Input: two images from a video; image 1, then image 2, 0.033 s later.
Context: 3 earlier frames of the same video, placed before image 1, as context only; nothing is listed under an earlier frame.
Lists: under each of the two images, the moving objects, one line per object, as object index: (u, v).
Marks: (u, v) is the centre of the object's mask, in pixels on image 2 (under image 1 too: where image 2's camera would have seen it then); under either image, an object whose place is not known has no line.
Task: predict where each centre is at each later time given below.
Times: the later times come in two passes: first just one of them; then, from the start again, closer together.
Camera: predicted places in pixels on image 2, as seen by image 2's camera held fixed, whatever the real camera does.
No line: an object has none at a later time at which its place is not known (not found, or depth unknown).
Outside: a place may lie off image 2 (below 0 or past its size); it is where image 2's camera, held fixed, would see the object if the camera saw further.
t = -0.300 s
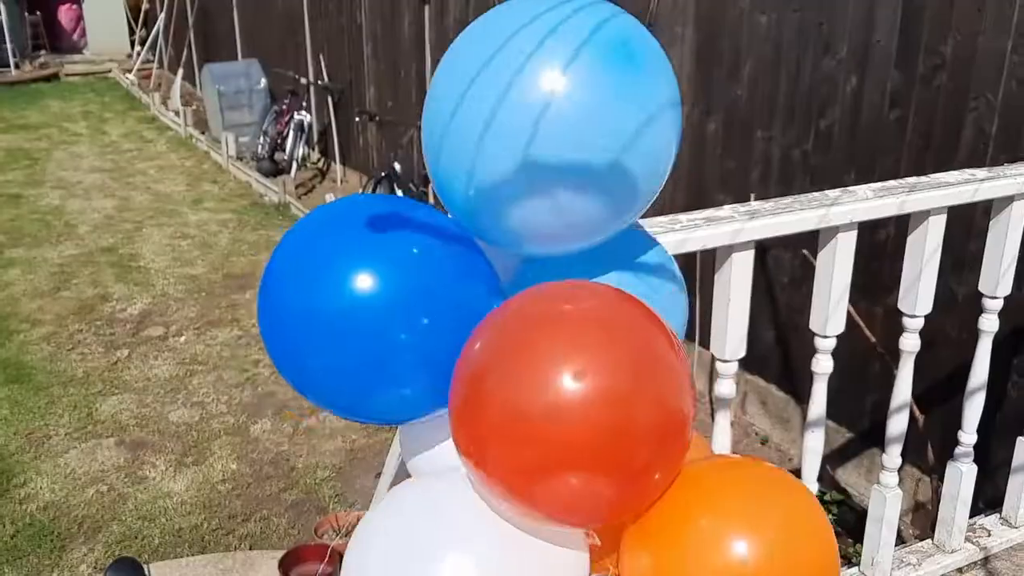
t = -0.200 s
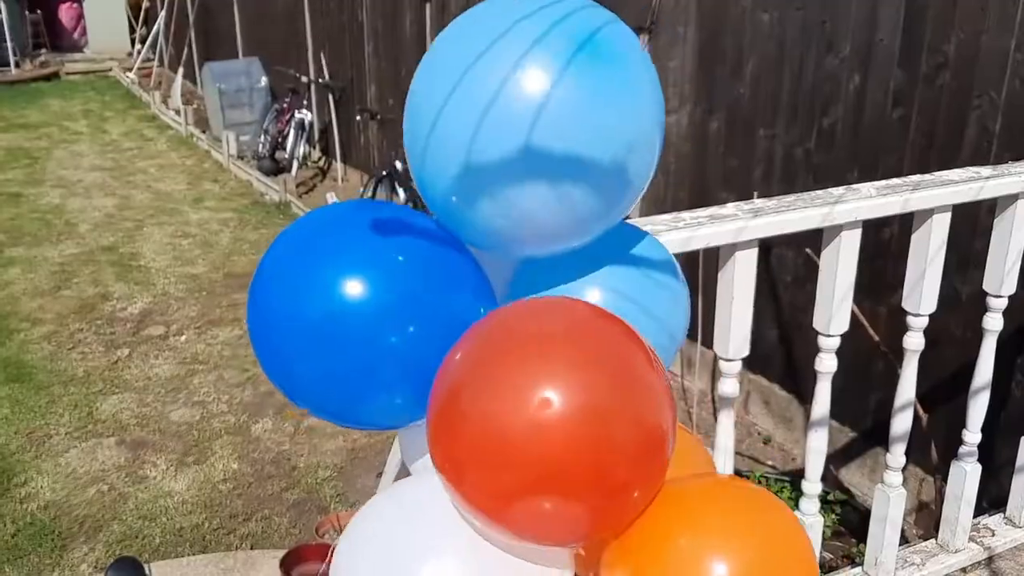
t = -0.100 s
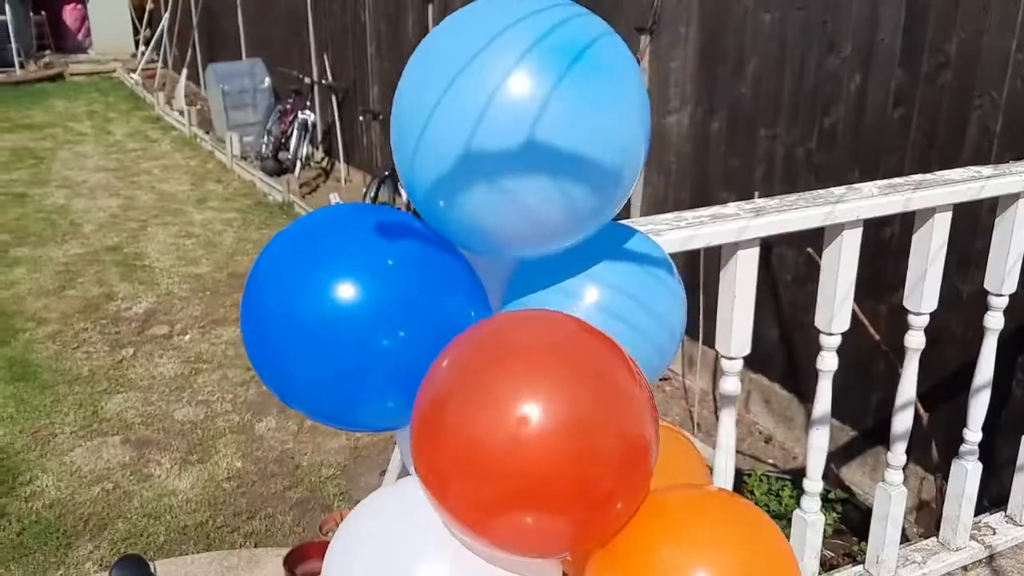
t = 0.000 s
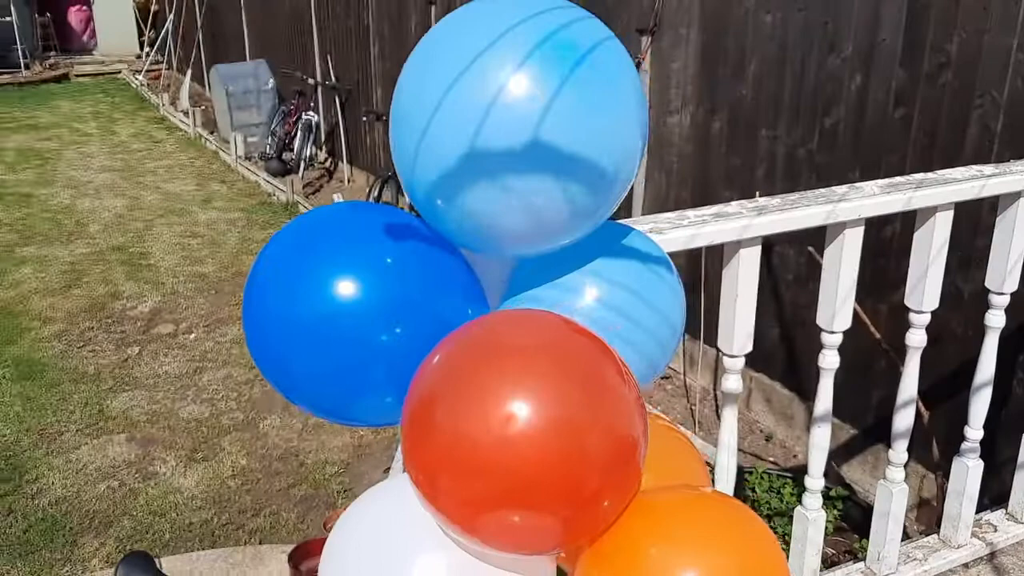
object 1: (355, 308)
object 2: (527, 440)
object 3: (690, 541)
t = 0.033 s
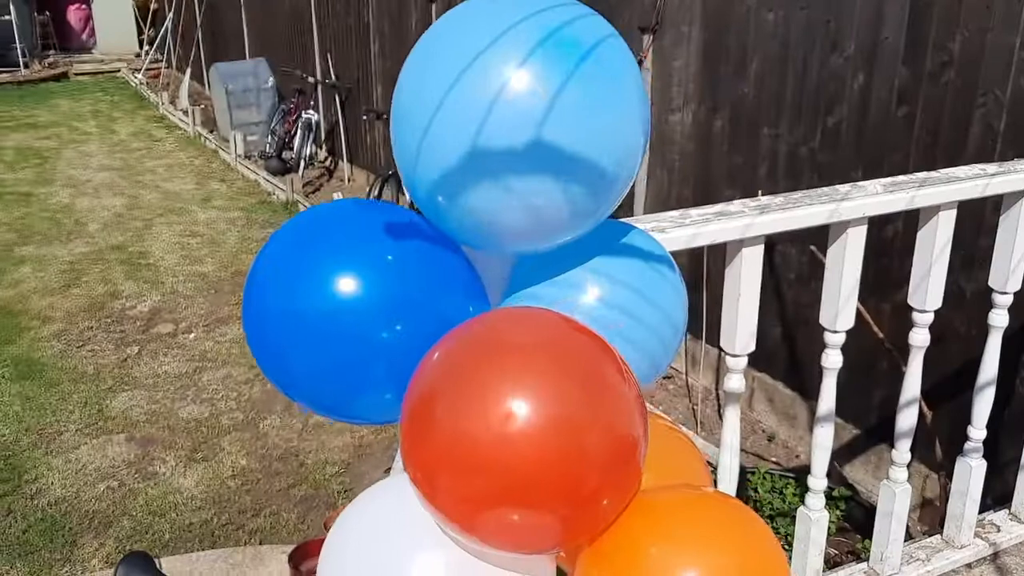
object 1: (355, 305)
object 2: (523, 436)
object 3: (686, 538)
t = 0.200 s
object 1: (362, 290)
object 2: (524, 426)
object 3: (682, 540)
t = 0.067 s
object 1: (355, 302)
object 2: (522, 434)
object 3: (684, 538)
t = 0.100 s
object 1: (355, 300)
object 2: (521, 432)
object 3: (682, 539)
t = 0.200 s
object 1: (362, 290)
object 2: (524, 426)
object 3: (682, 540)
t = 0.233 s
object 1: (365, 288)
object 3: (684, 541)
